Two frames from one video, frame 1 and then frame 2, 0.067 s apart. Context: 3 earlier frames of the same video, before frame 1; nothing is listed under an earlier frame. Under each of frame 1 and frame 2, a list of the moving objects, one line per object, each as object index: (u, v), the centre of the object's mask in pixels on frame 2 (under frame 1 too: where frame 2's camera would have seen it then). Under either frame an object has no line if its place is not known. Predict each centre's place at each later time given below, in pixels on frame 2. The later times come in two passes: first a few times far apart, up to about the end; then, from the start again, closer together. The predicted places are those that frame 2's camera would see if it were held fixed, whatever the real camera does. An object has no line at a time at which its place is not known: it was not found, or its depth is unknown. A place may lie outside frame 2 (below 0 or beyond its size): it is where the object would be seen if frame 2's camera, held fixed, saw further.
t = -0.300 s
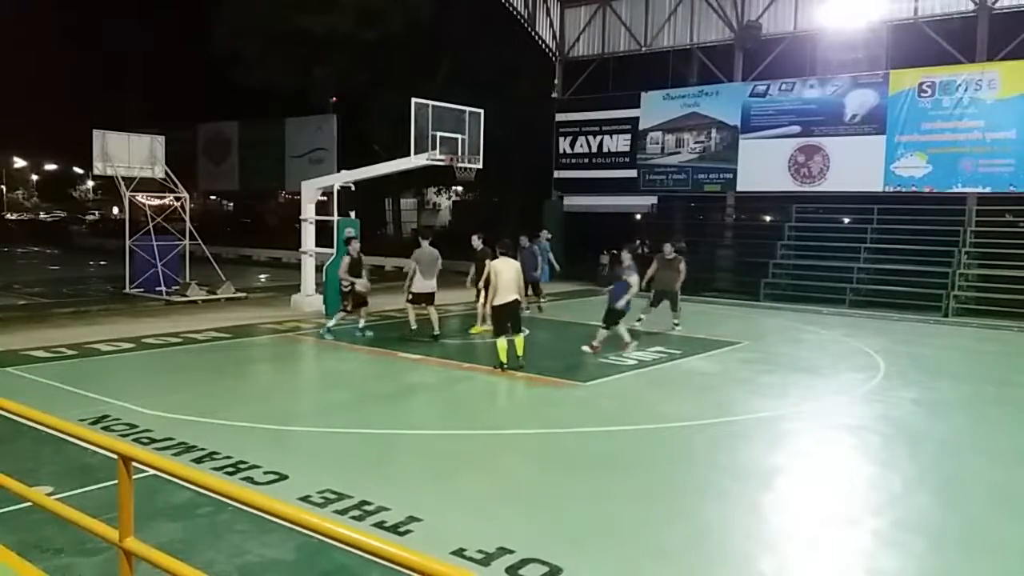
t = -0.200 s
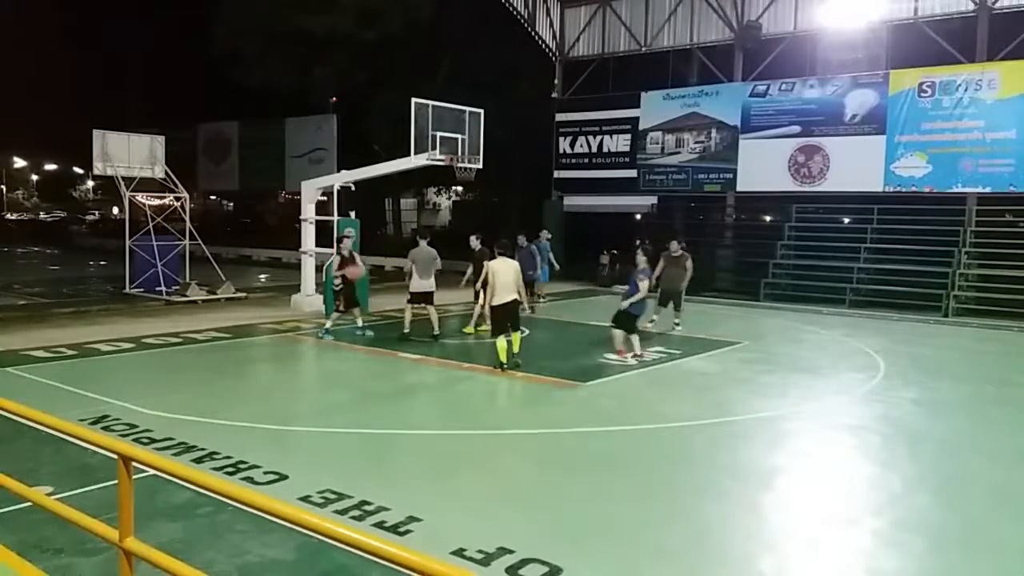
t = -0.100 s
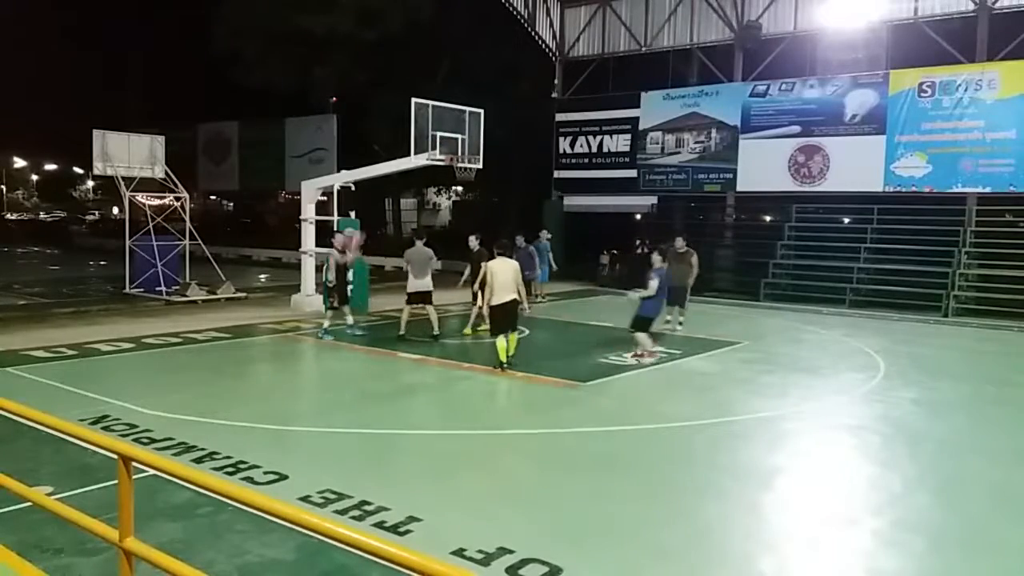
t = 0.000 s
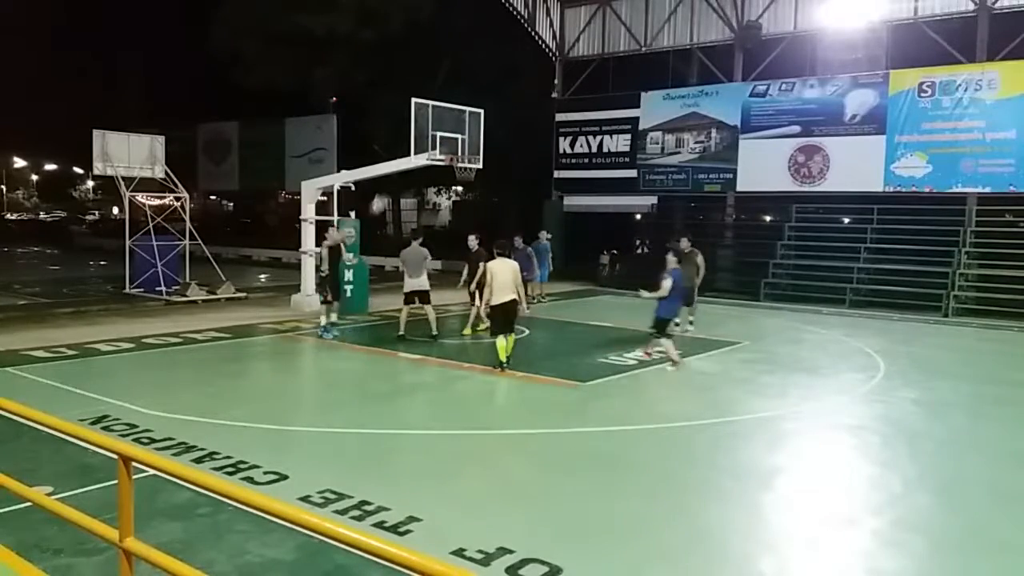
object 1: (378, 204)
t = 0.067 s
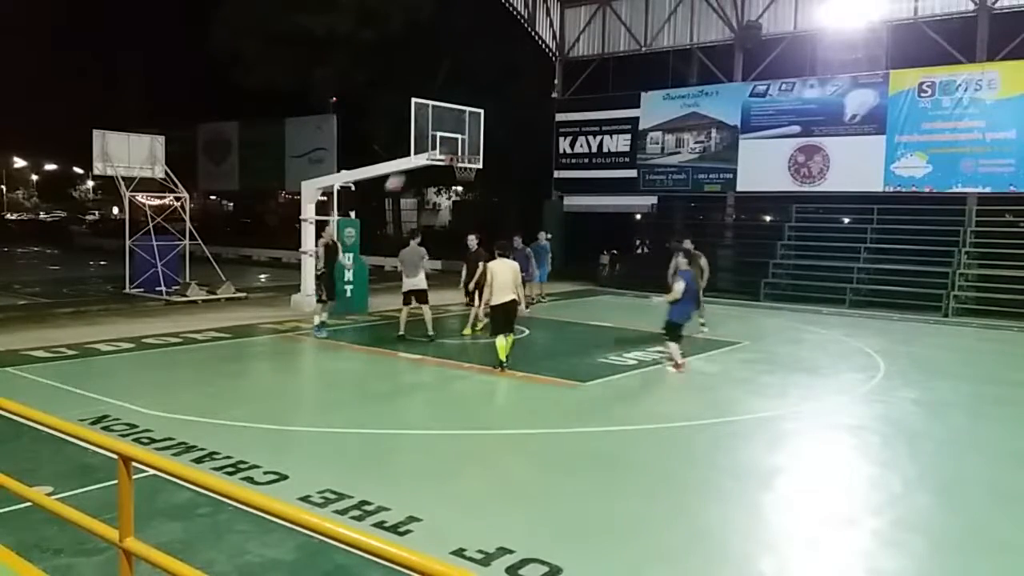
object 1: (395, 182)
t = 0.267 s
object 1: (448, 128)
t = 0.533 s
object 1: (527, 92)
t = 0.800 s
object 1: (617, 106)
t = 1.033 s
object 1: (711, 177)
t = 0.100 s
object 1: (403, 174)
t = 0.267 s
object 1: (448, 128)
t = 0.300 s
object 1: (456, 121)
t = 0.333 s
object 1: (465, 117)
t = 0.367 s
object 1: (477, 109)
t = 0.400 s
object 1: (487, 104)
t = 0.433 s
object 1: (496, 101)
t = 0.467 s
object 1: (506, 98)
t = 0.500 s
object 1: (516, 94)
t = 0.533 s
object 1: (527, 92)
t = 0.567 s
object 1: (537, 91)
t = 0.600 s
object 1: (549, 91)
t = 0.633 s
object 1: (559, 91)
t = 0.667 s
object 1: (569, 92)
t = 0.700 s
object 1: (582, 95)
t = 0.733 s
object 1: (593, 98)
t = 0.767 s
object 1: (606, 102)
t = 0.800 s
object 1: (617, 106)
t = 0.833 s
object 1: (630, 113)
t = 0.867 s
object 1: (642, 122)
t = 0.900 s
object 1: (656, 131)
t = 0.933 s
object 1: (668, 140)
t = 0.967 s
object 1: (682, 149)
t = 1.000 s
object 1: (697, 162)
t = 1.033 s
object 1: (711, 177)
